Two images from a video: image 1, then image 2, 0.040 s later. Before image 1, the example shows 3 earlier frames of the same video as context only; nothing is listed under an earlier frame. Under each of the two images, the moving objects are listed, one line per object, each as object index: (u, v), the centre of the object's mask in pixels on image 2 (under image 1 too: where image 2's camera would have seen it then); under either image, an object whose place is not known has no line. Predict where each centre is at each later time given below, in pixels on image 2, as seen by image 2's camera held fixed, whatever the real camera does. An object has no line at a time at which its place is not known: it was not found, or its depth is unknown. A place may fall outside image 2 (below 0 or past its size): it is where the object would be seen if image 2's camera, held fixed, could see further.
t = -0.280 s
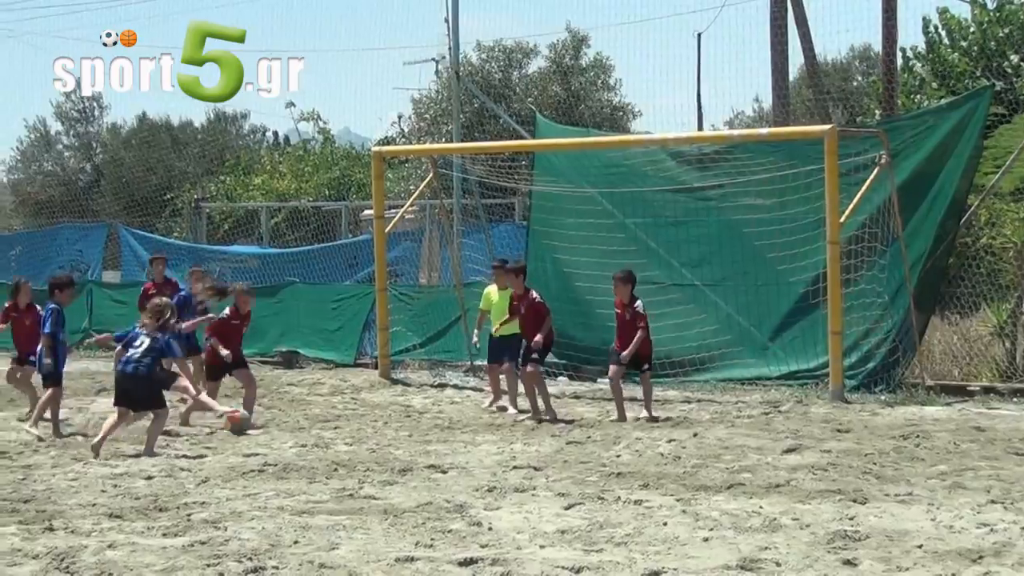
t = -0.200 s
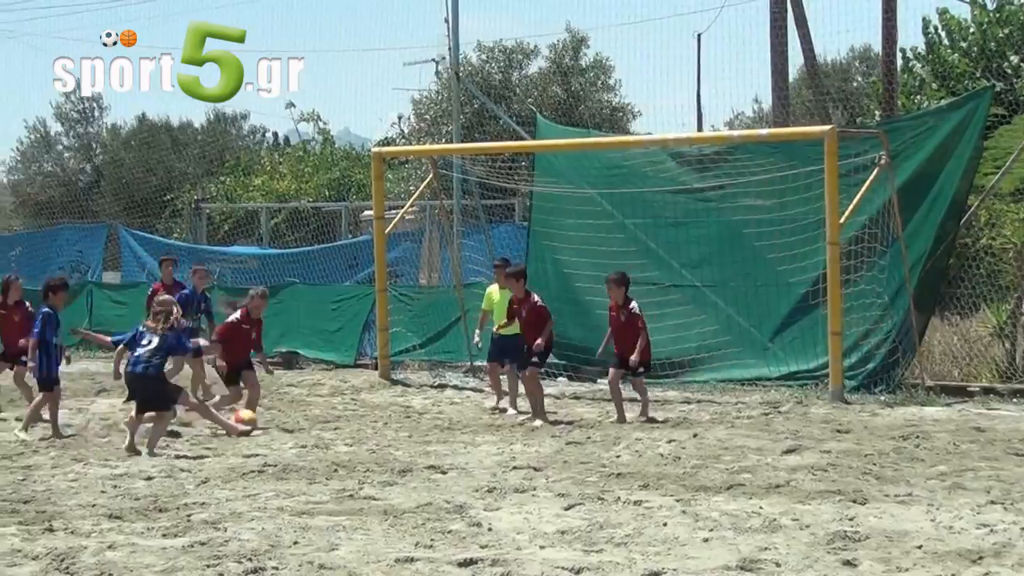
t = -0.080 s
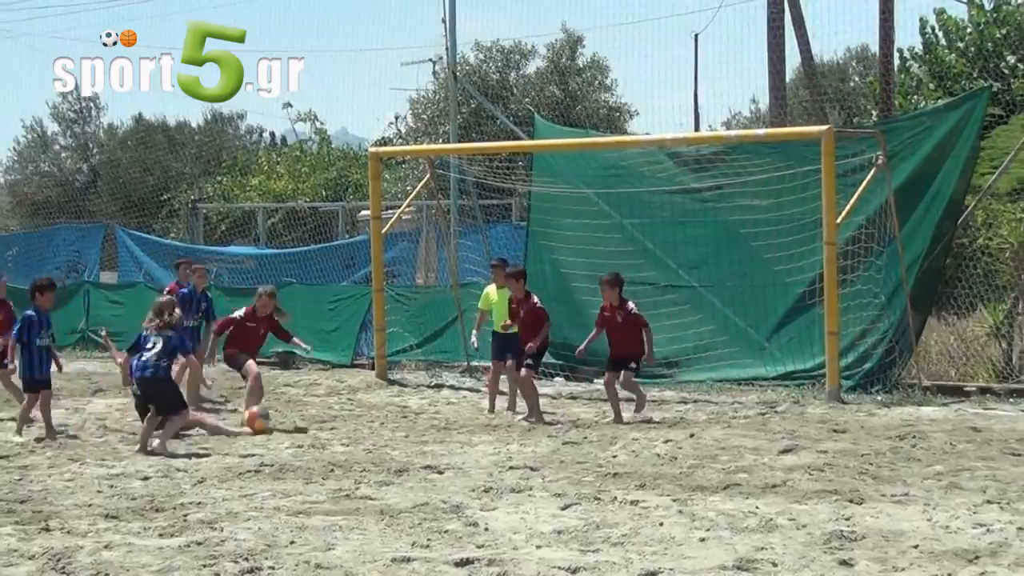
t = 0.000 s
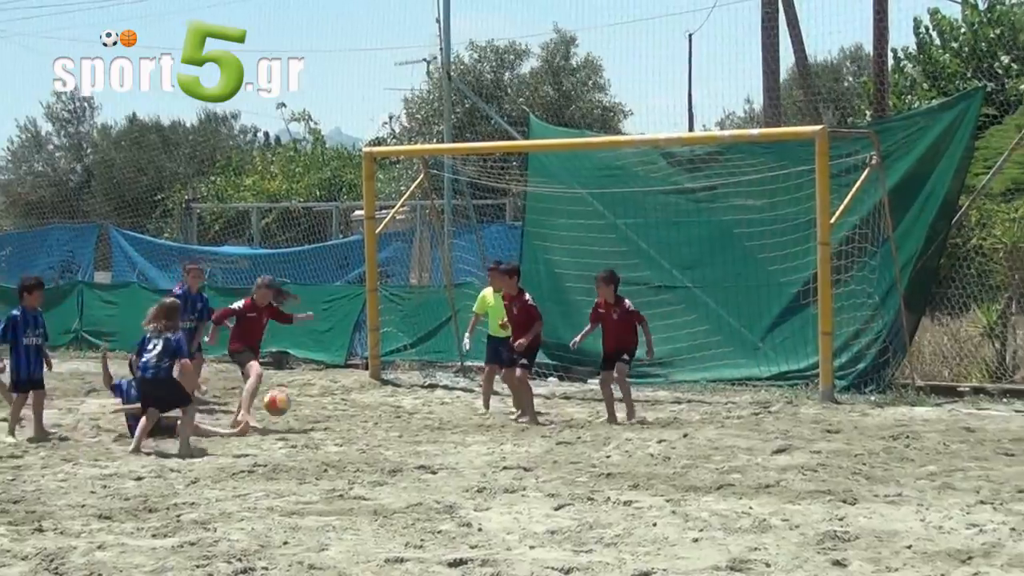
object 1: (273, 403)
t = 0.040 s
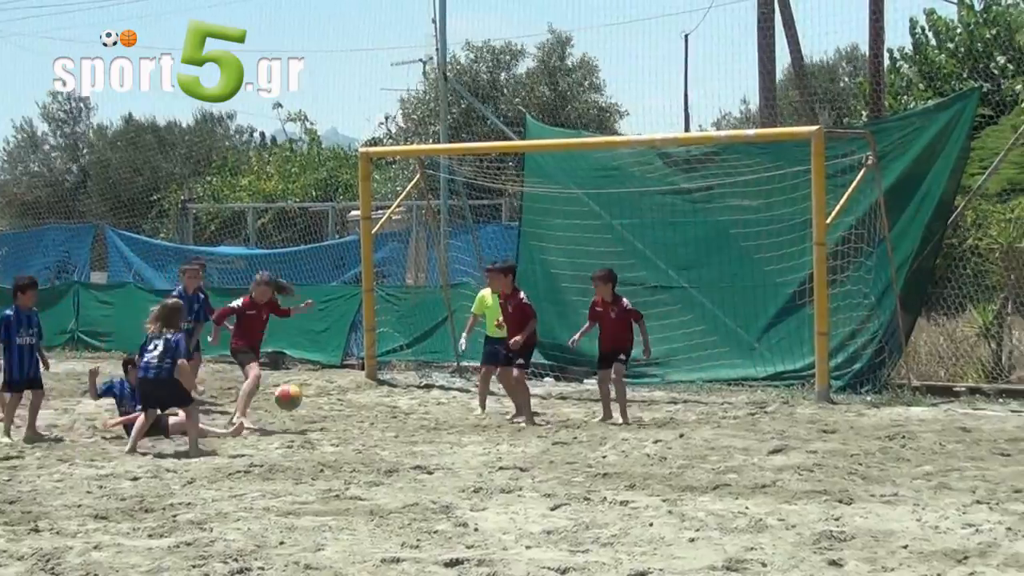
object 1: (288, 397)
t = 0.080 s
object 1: (303, 393)
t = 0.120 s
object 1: (318, 391)
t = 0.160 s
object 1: (333, 392)
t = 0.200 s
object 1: (350, 394)
